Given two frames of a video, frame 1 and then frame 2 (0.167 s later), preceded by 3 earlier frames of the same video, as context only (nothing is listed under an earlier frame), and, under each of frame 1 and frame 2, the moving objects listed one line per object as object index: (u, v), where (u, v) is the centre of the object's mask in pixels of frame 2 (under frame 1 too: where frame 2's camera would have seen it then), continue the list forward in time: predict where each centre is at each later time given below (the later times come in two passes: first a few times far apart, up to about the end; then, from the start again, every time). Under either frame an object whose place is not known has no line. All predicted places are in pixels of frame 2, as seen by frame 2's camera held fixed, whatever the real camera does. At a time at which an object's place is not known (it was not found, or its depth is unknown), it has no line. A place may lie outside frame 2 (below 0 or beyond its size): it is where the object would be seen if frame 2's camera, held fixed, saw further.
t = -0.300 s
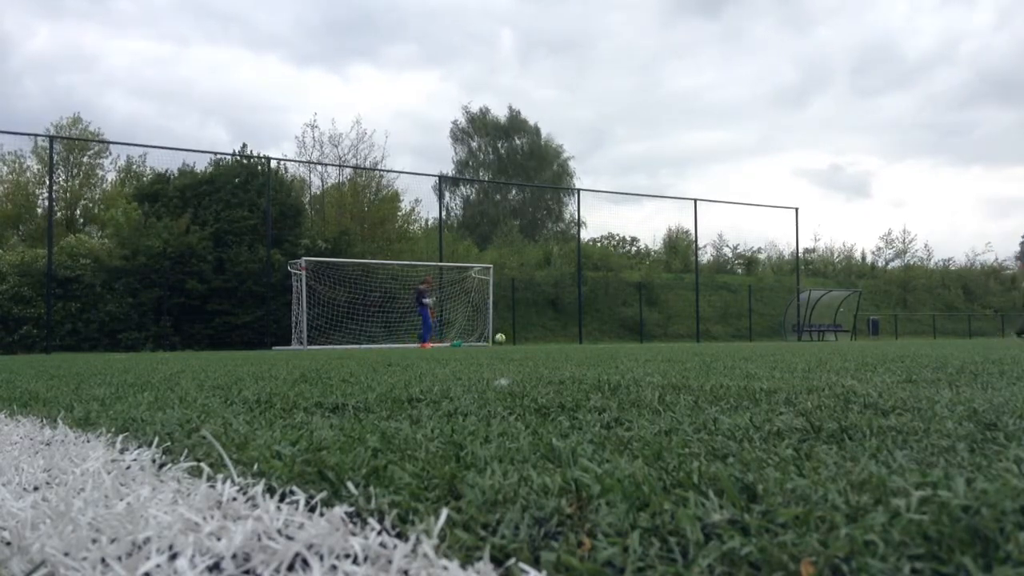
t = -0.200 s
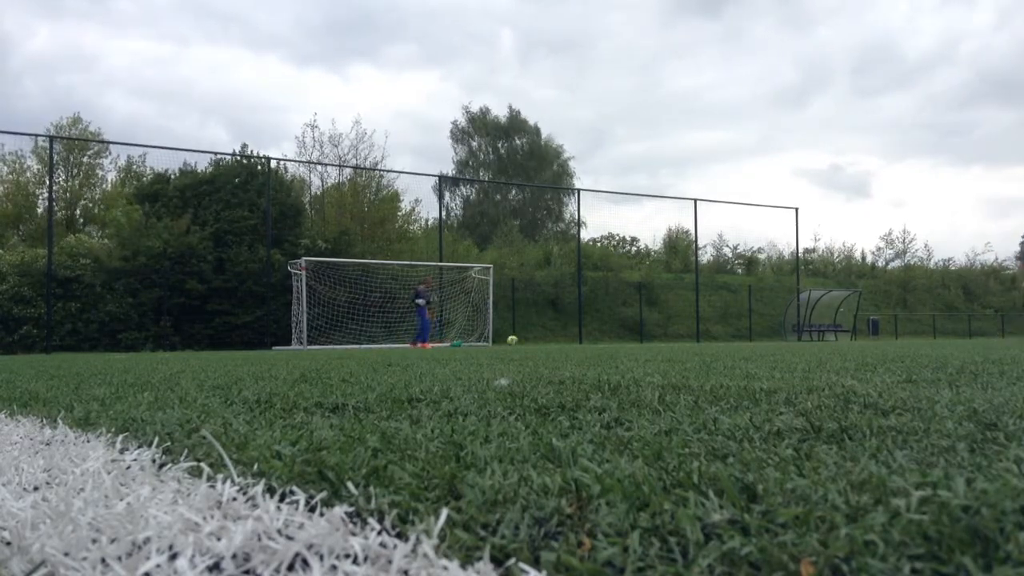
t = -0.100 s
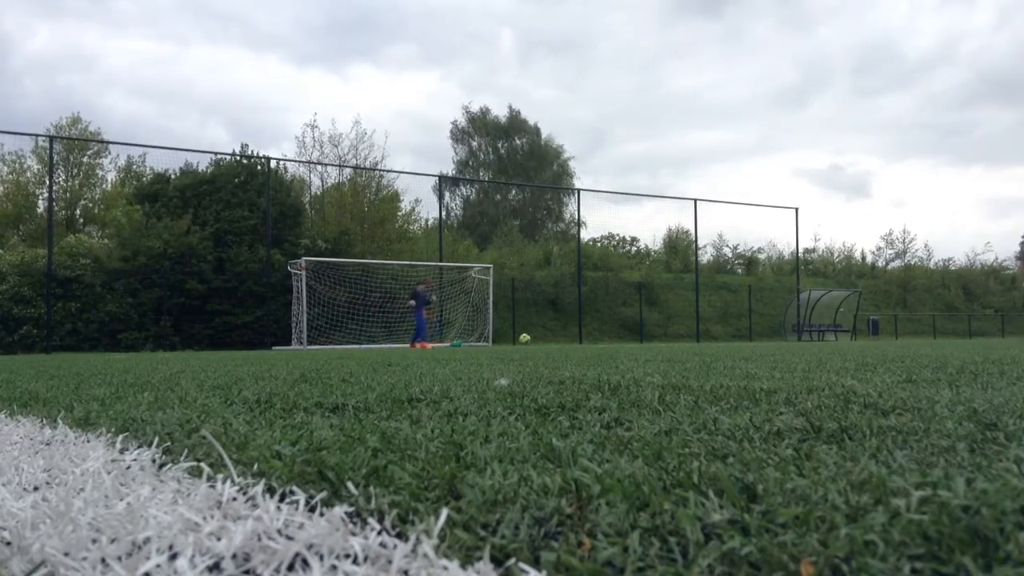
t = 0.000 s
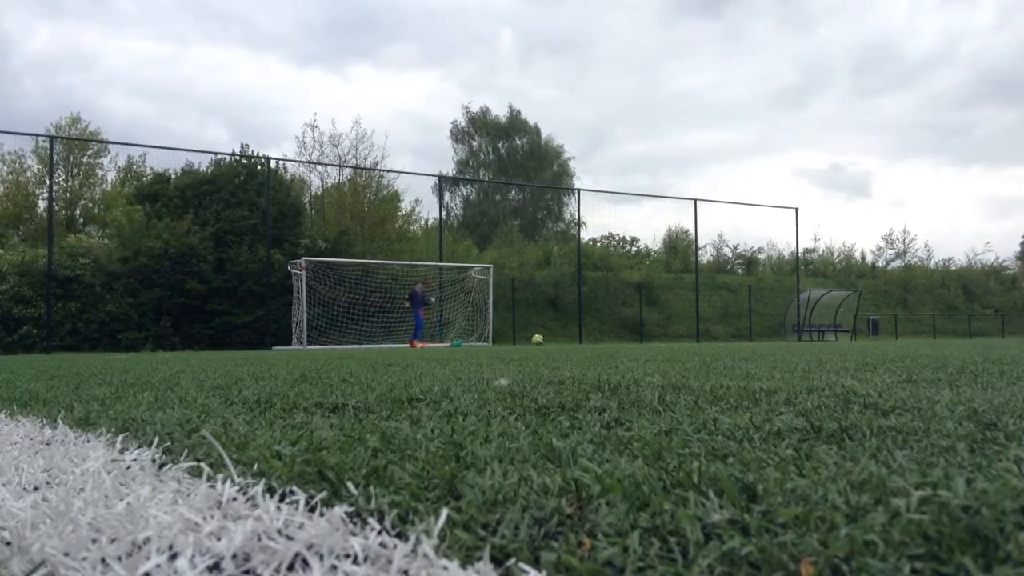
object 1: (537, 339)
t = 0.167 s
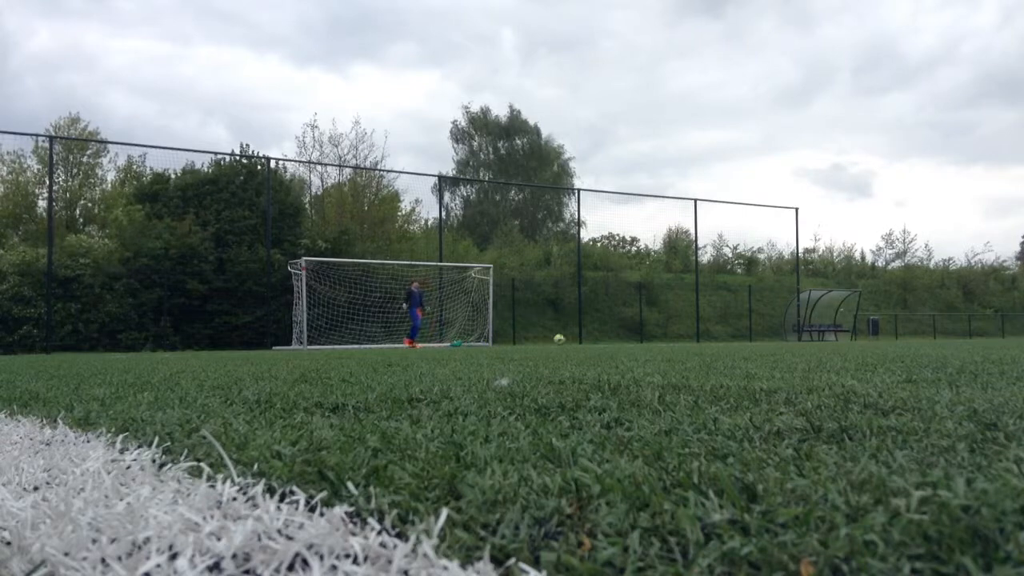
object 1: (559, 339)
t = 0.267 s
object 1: (572, 338)
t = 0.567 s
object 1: (612, 339)
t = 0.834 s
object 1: (648, 338)
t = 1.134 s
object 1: (692, 338)
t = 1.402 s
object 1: (730, 336)
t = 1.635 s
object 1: (764, 336)
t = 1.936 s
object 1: (808, 335)
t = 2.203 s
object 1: (849, 335)
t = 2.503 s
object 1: (895, 334)
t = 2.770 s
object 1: (938, 334)
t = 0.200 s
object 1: (563, 339)
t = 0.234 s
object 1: (568, 338)
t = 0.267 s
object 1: (572, 338)
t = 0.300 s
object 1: (576, 339)
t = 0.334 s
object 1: (581, 339)
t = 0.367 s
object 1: (585, 339)
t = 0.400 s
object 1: (590, 339)
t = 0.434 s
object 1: (594, 339)
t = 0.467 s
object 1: (599, 339)
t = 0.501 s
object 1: (603, 339)
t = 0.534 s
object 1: (607, 339)
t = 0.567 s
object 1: (612, 339)
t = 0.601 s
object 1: (617, 339)
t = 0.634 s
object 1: (621, 338)
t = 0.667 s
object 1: (626, 339)
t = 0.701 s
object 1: (630, 339)
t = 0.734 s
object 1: (635, 338)
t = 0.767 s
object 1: (639, 338)
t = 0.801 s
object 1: (644, 338)
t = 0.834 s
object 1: (648, 338)
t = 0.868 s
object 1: (653, 338)
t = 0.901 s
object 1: (658, 338)
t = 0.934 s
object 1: (663, 337)
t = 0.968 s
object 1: (667, 337)
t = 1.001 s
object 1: (672, 338)
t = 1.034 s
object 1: (677, 337)
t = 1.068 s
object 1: (682, 337)
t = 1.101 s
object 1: (687, 337)
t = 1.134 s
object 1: (692, 338)
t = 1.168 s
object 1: (697, 338)
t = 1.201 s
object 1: (701, 337)
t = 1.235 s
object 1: (706, 337)
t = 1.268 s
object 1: (711, 337)
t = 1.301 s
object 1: (716, 337)
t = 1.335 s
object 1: (721, 337)
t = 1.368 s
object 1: (725, 336)
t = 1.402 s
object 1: (730, 336)
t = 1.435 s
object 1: (735, 336)
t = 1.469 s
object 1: (739, 337)
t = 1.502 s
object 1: (744, 336)
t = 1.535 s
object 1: (749, 335)
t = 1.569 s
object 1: (754, 336)
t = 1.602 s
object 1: (759, 336)
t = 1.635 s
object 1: (764, 336)
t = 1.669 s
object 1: (768, 336)
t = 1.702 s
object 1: (773, 336)
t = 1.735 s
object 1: (779, 336)
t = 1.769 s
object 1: (783, 335)
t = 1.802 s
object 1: (788, 335)
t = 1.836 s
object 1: (794, 336)
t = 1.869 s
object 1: (798, 335)
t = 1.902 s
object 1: (804, 335)
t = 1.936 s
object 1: (808, 335)
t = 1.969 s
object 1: (812, 335)
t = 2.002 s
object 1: (818, 334)
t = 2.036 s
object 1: (823, 335)
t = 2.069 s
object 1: (828, 335)
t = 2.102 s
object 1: (834, 335)
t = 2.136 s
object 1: (838, 335)
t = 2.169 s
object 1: (844, 335)
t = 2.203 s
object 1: (849, 335)
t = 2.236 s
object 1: (854, 335)
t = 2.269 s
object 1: (859, 334)
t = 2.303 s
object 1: (863, 335)
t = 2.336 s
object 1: (869, 335)
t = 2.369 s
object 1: (875, 335)
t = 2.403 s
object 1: (880, 334)
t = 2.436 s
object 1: (885, 334)
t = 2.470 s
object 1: (891, 334)
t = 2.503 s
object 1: (895, 334)
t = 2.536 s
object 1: (900, 334)
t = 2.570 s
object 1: (906, 334)
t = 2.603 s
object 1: (911, 334)
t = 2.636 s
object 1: (917, 334)
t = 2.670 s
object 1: (921, 334)
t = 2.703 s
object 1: (926, 334)
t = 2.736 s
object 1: (932, 334)
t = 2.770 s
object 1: (938, 334)
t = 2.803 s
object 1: (943, 333)
